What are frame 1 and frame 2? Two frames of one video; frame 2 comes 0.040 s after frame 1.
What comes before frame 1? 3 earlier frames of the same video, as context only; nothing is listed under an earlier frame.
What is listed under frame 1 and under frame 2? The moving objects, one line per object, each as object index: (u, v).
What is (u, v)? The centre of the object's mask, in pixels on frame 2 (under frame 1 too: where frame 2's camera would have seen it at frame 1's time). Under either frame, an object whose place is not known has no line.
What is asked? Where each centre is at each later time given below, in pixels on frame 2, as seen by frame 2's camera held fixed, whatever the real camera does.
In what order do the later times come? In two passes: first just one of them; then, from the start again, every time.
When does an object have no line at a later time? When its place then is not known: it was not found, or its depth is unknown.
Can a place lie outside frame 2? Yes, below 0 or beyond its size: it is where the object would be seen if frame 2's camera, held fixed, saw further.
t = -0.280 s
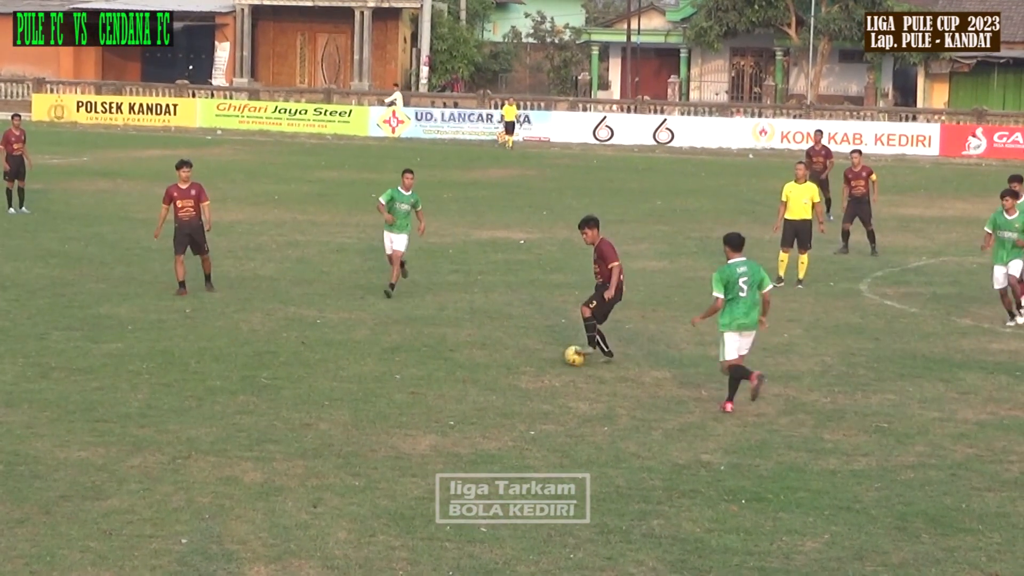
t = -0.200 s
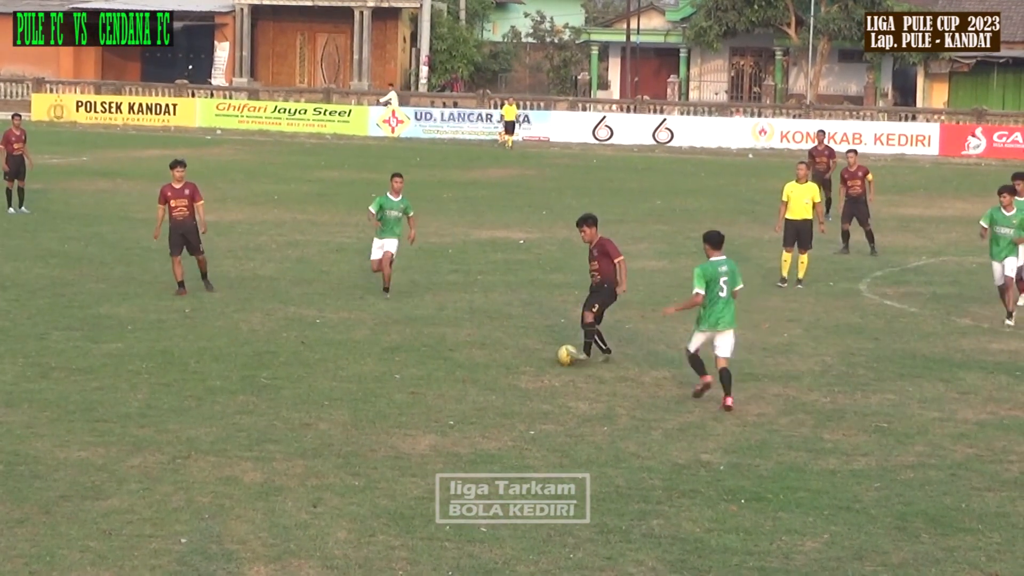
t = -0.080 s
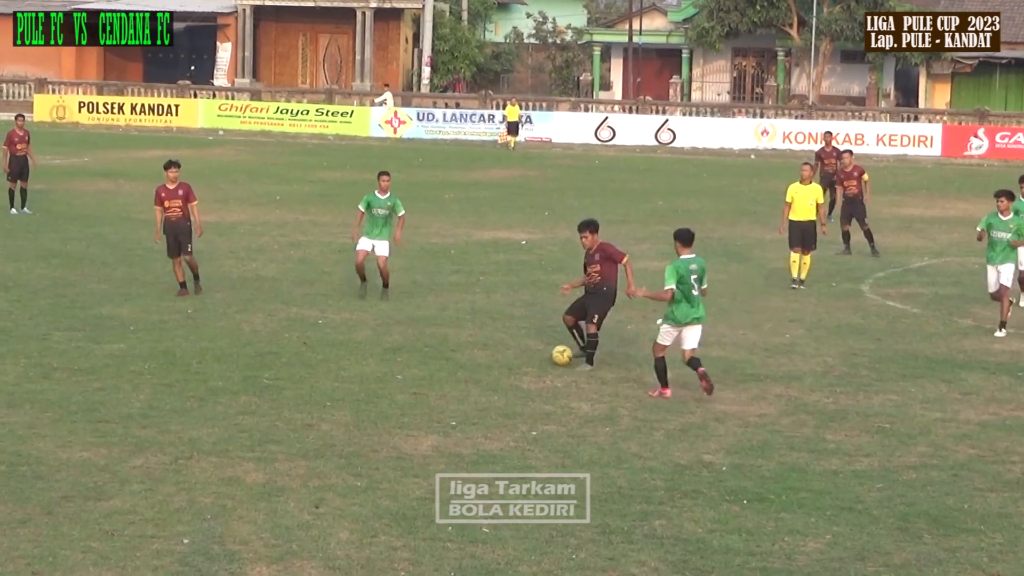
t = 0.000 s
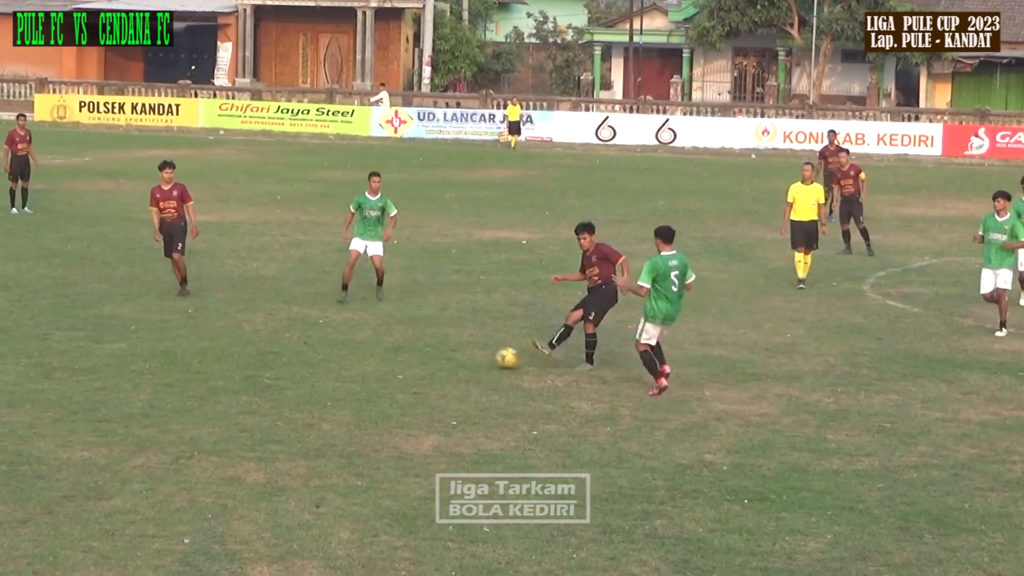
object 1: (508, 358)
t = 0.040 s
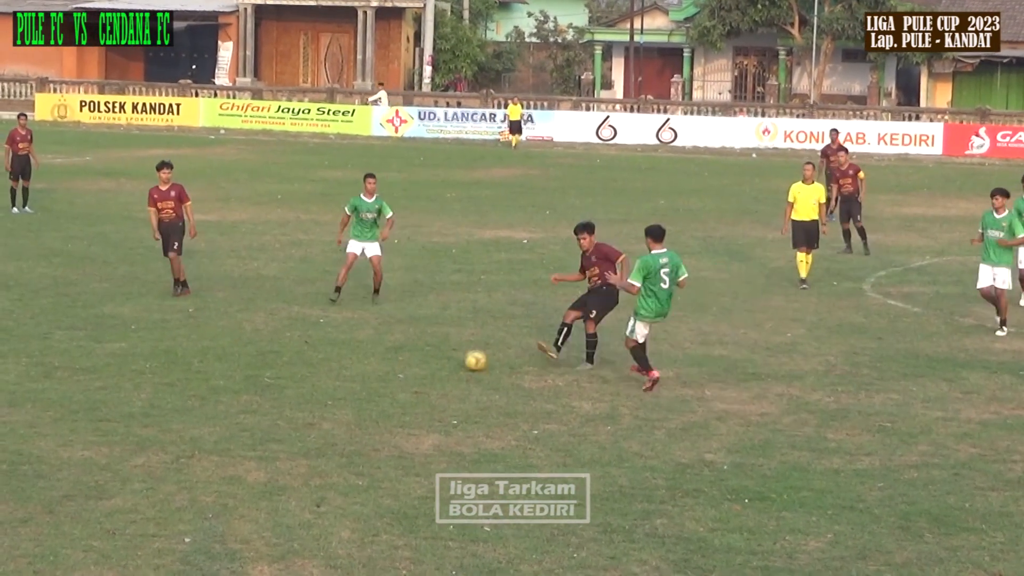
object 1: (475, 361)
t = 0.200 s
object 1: (355, 366)
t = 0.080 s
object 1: (445, 362)
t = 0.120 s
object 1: (415, 362)
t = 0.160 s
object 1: (385, 363)
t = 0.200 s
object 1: (355, 366)
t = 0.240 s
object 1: (326, 370)
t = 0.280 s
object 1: (299, 371)
